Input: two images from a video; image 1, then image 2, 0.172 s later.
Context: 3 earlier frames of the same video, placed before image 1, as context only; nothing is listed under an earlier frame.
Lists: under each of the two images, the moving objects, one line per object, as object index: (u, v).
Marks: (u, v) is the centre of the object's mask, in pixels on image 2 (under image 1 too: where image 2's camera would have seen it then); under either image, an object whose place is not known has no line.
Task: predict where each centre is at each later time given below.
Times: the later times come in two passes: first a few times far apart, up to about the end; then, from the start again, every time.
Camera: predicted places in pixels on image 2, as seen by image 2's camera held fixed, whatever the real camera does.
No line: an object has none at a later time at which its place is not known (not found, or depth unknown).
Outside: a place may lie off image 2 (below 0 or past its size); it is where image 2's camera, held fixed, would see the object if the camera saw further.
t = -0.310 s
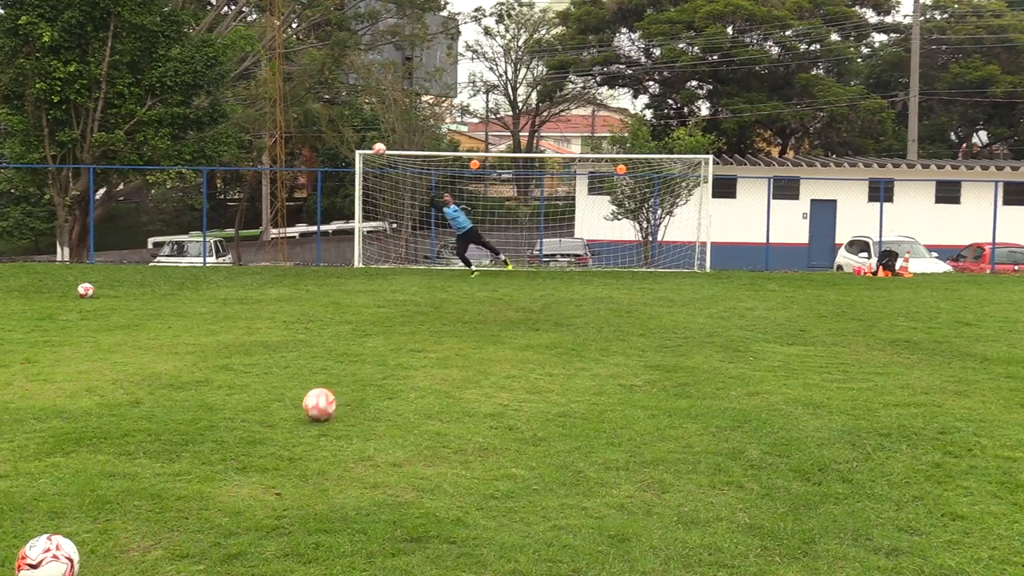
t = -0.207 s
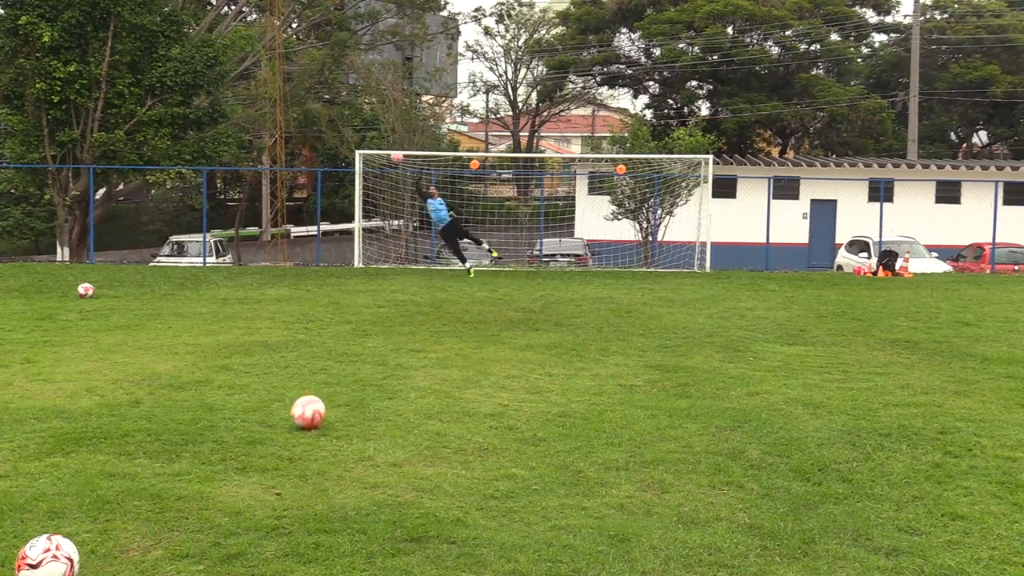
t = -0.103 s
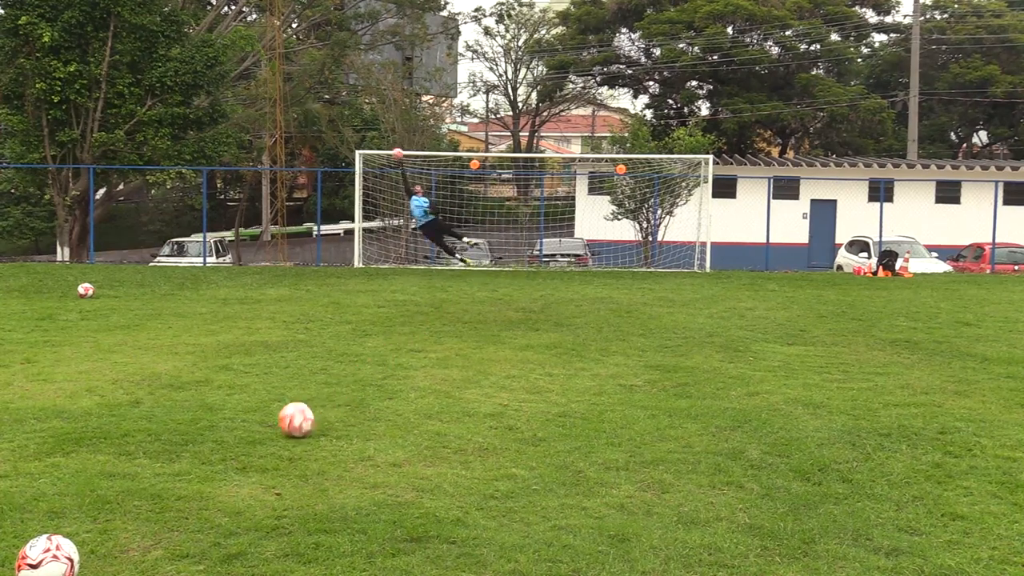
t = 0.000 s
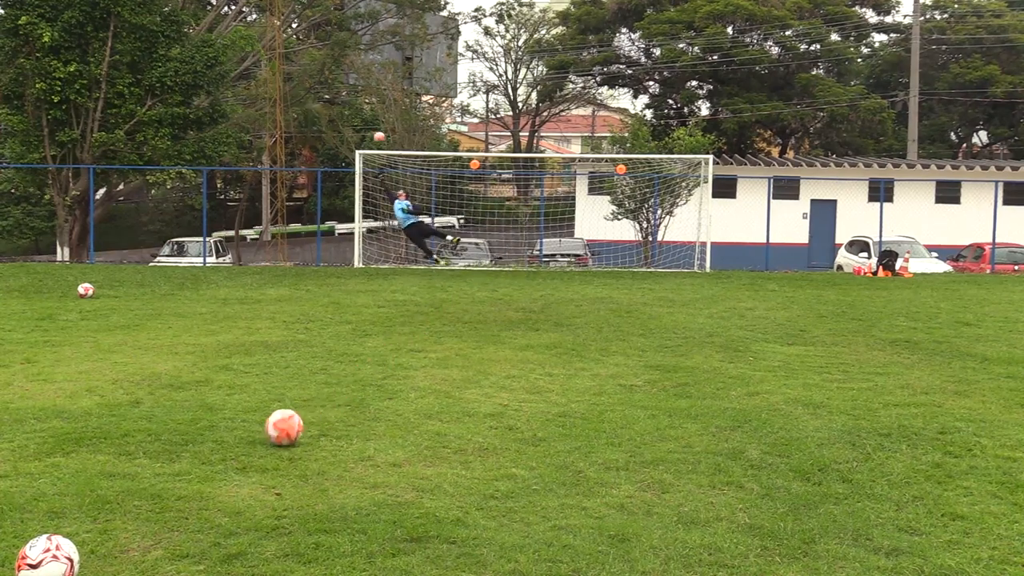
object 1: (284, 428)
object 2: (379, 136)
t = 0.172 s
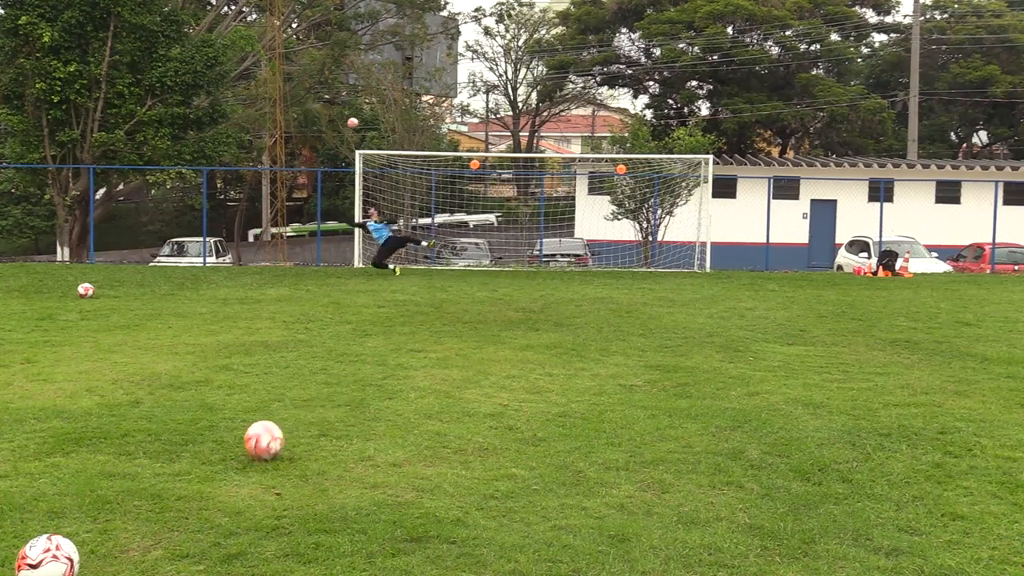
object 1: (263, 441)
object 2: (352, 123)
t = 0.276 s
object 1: (251, 451)
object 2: (339, 122)
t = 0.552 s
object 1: (209, 481)
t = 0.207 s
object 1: (260, 445)
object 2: (348, 122)
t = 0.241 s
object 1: (255, 448)
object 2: (343, 121)
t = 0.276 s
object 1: (251, 451)
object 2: (339, 122)
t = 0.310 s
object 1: (247, 454)
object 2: (334, 122)
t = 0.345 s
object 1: (238, 463)
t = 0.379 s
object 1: (233, 465)
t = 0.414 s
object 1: (228, 468)
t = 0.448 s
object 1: (223, 472)
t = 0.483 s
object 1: (219, 473)
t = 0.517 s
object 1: (214, 476)
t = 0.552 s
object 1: (209, 481)
